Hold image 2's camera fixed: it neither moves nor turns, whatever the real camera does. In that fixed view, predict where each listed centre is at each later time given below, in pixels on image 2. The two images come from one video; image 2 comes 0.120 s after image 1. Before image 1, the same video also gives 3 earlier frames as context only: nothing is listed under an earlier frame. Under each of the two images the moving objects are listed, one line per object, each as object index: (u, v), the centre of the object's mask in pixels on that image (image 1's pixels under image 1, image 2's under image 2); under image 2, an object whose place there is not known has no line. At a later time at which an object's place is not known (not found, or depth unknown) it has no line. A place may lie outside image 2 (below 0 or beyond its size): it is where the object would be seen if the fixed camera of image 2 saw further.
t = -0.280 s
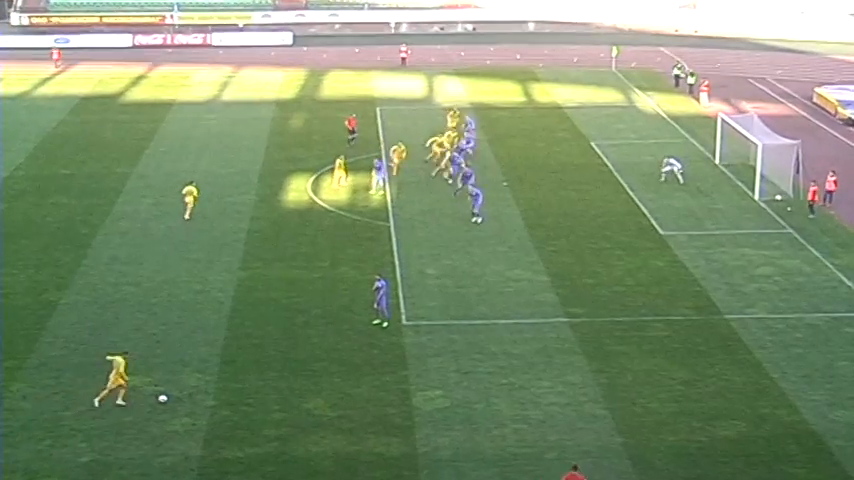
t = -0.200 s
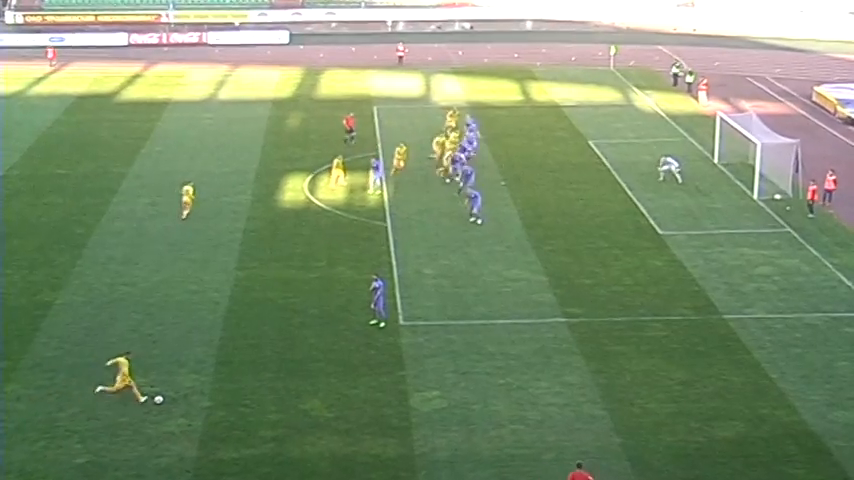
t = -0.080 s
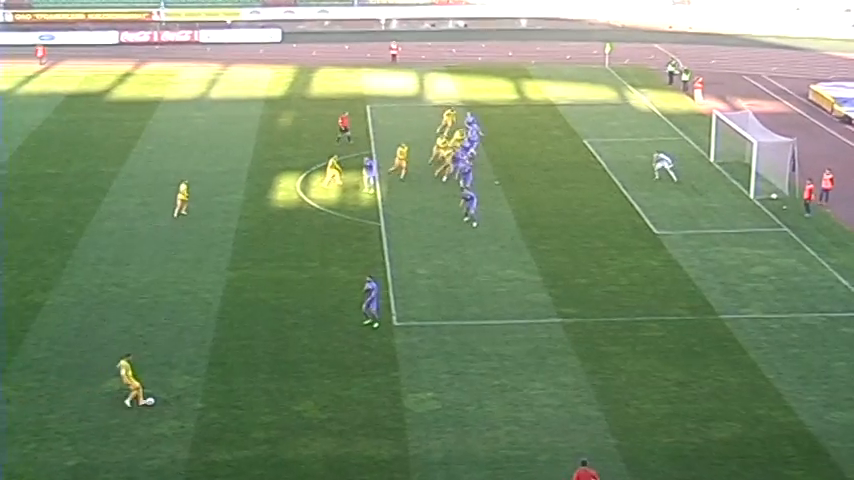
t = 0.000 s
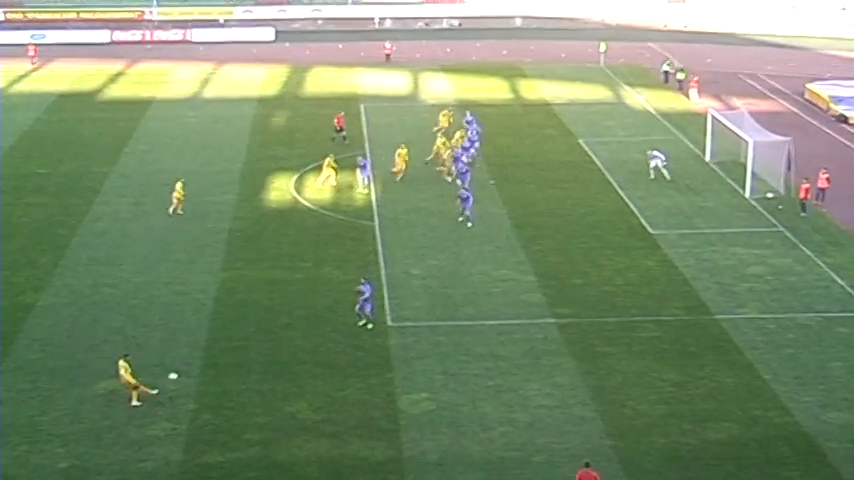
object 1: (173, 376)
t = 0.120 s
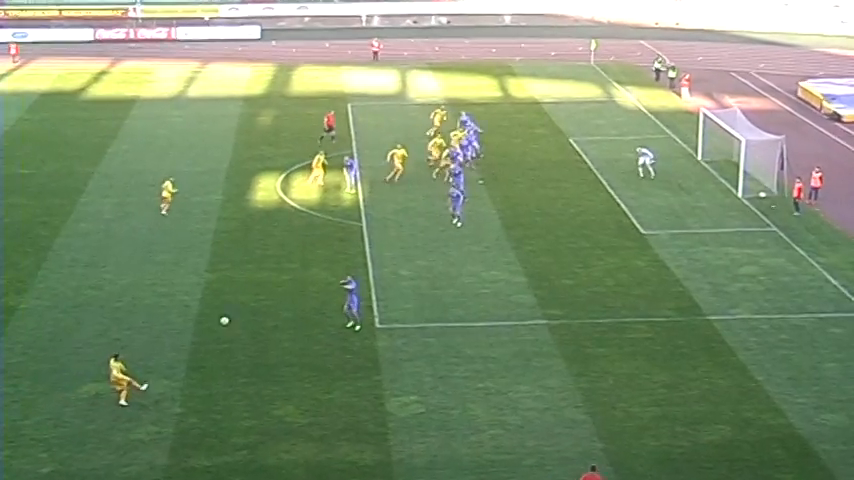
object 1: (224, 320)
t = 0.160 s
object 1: (244, 303)
